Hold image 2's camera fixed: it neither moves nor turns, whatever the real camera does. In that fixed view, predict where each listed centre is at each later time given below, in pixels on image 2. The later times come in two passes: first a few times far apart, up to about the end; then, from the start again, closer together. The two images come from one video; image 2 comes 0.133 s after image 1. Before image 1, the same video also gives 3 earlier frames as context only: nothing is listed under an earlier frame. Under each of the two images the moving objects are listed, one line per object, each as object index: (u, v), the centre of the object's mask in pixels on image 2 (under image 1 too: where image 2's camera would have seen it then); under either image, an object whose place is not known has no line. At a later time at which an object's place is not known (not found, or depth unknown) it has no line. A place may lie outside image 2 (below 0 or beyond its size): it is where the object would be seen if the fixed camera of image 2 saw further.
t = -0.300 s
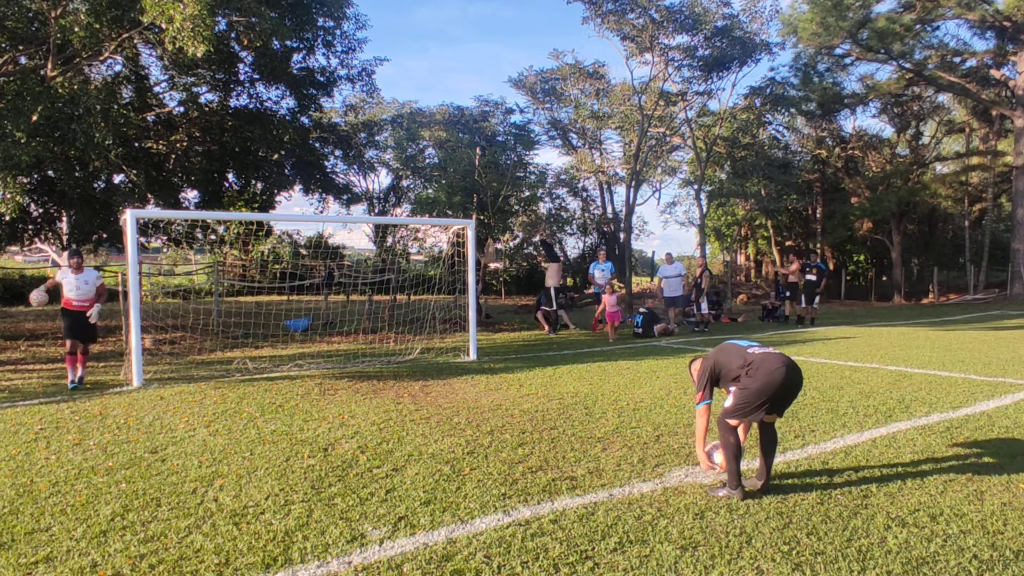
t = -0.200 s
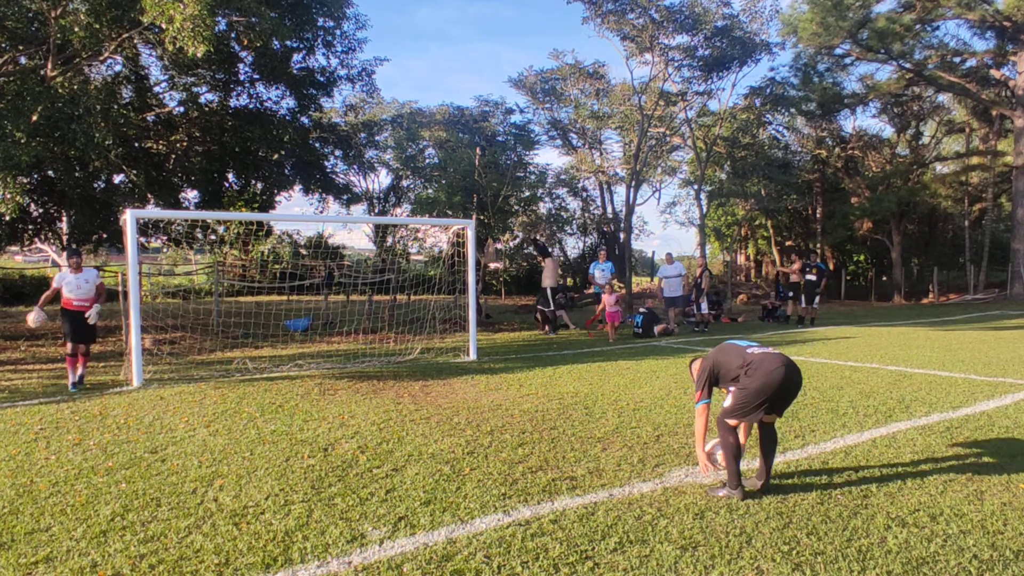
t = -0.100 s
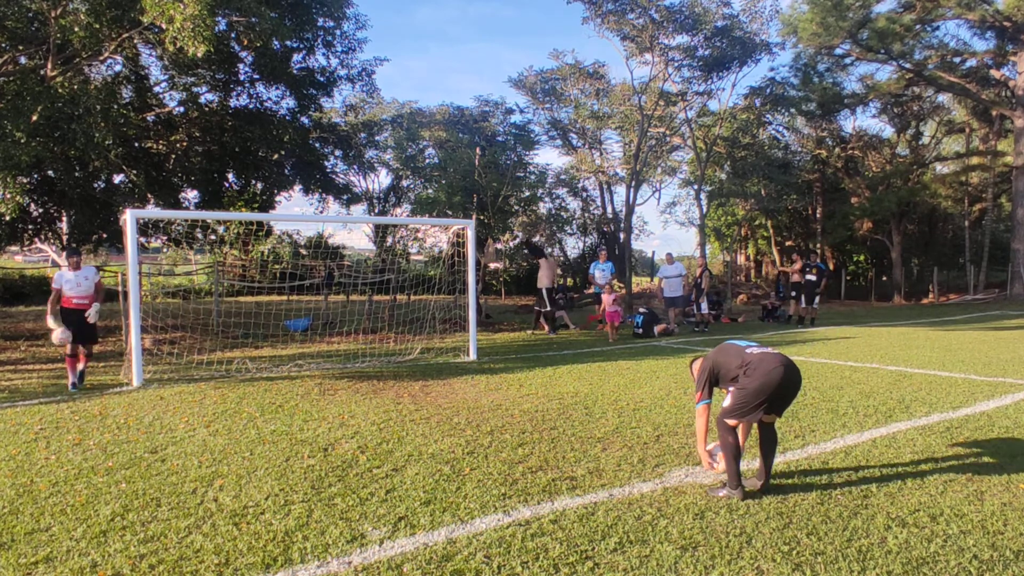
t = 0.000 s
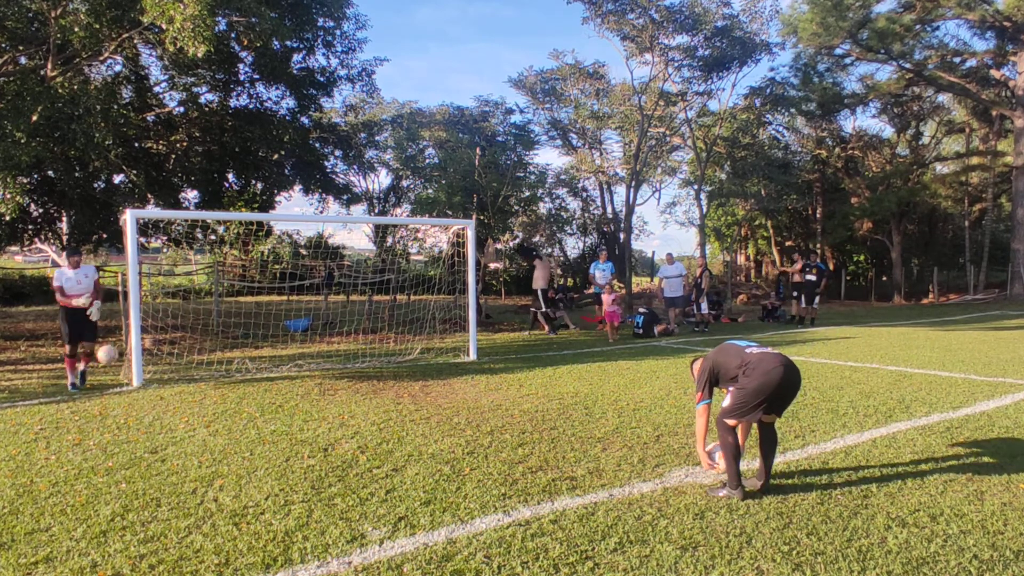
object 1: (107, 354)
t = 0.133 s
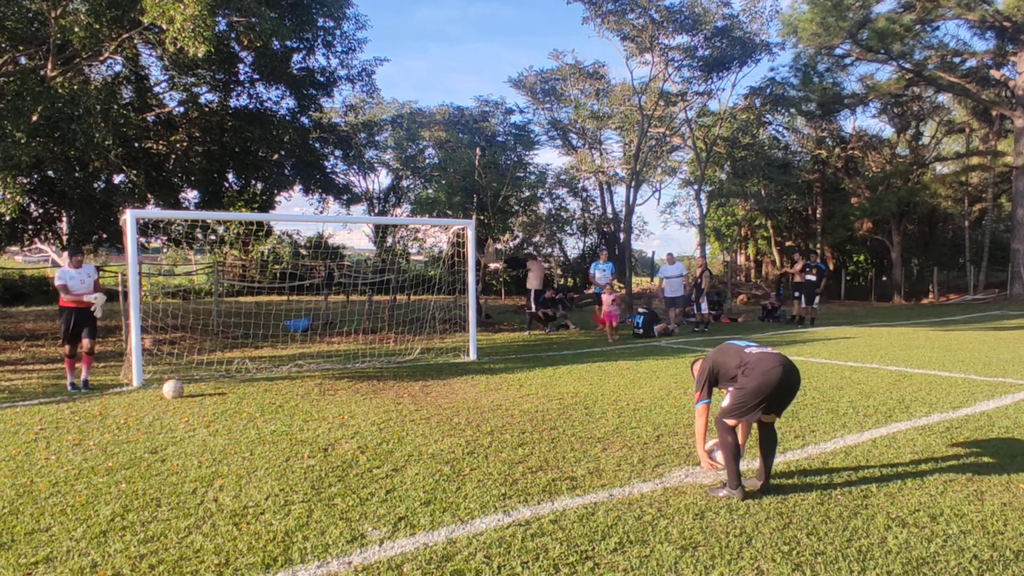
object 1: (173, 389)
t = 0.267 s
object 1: (221, 366)
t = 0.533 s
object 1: (330, 364)
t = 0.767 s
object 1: (434, 399)
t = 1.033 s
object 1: (569, 382)
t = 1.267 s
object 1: (692, 433)
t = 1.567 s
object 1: (883, 432)
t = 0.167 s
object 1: (185, 382)
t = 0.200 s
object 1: (196, 375)
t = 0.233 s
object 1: (208, 370)
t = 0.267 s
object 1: (221, 366)
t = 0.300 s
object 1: (234, 361)
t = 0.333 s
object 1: (247, 358)
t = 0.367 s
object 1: (261, 356)
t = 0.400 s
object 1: (274, 356)
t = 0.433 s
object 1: (287, 356)
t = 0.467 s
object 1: (301, 357)
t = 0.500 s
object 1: (315, 360)
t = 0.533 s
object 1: (330, 364)
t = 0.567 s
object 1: (344, 368)
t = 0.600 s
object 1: (359, 373)
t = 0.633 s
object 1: (373, 380)
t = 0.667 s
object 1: (388, 388)
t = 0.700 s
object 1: (403, 398)
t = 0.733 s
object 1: (418, 406)
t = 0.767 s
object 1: (434, 399)
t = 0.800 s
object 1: (450, 393)
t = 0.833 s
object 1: (467, 388)
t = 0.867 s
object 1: (483, 384)
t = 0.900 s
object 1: (500, 381)
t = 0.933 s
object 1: (517, 379)
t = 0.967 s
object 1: (534, 379)
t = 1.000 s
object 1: (552, 380)
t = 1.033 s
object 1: (569, 382)
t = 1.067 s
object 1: (588, 385)
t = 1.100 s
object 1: (606, 389)
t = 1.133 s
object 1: (624, 396)
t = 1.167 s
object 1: (642, 403)
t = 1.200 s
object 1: (661, 411)
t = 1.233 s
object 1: (679, 421)
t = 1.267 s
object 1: (692, 433)
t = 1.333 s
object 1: (744, 430)
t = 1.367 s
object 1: (752, 428)
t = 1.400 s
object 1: (784, 423)
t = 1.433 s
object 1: (799, 419)
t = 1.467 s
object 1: (820, 420)
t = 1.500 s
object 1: (841, 422)
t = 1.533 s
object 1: (862, 427)
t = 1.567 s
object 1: (883, 432)
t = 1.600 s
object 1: (905, 438)
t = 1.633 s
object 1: (927, 447)
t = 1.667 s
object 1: (949, 450)
